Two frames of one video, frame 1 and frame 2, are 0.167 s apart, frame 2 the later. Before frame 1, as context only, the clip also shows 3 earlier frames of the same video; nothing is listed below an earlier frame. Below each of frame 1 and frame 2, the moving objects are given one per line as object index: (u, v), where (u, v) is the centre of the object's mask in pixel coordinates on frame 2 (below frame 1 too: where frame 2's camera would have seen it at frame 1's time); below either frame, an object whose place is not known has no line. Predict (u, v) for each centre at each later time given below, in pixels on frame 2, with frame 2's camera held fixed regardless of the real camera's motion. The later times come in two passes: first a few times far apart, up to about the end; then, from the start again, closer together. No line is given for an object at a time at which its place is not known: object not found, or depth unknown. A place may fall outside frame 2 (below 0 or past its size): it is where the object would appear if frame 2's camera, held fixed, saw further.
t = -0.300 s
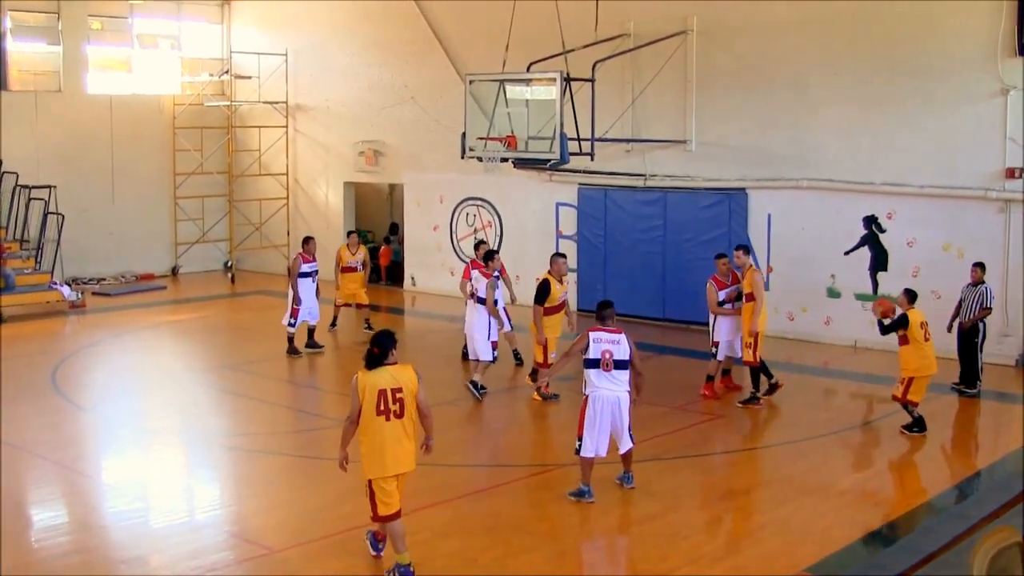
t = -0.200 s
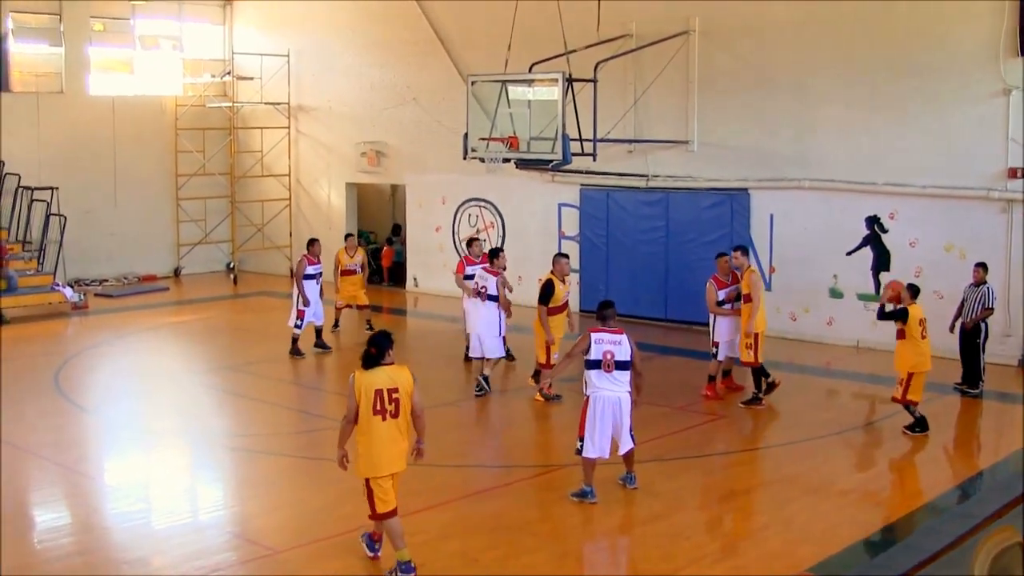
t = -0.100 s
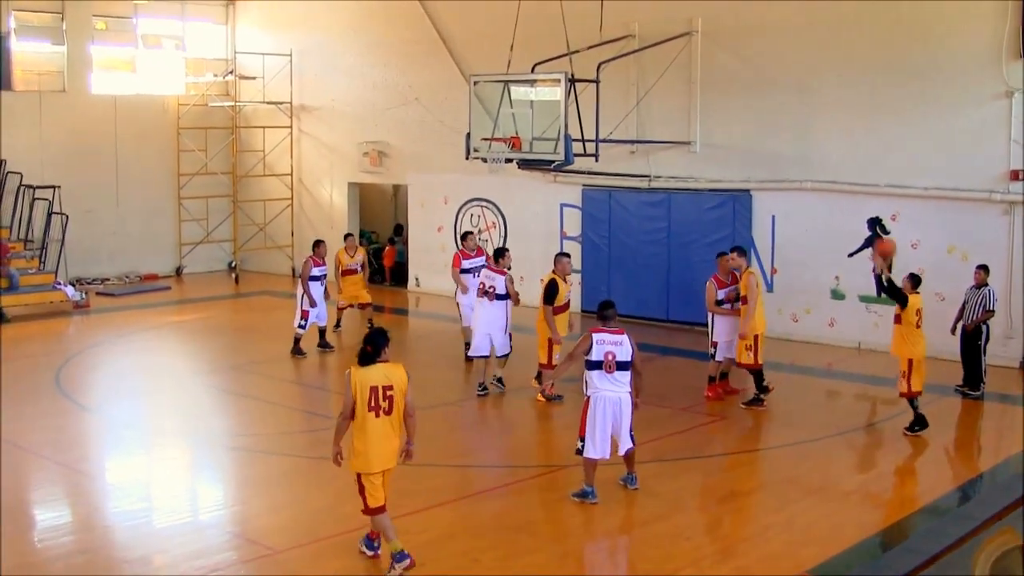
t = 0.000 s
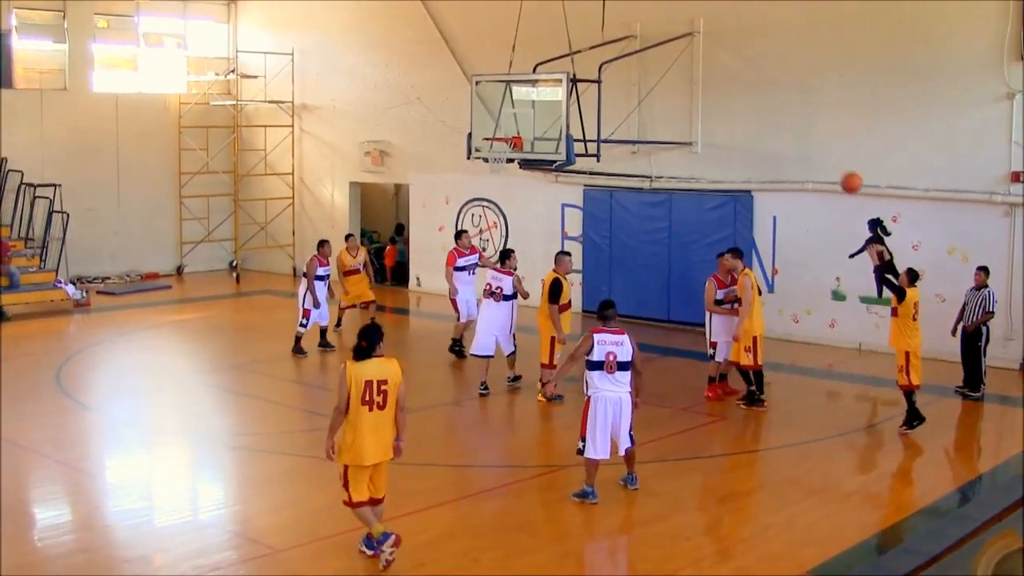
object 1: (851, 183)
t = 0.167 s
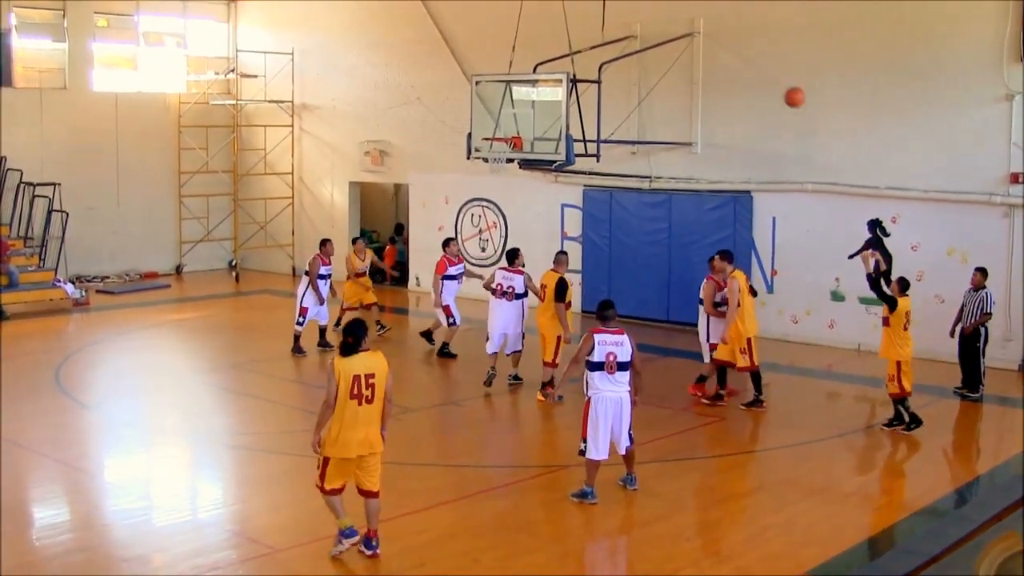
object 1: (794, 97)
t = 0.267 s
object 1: (762, 60)
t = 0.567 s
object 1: (674, 5)
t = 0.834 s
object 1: (604, 22)
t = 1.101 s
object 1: (541, 87)
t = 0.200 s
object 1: (783, 84)
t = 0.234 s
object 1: (773, 71)
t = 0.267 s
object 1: (762, 60)
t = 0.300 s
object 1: (752, 50)
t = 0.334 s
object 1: (742, 40)
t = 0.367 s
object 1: (731, 33)
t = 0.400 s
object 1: (721, 26)
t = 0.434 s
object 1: (712, 20)
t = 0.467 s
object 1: (702, 15)
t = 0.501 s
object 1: (692, 11)
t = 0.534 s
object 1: (683, 8)
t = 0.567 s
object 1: (674, 5)
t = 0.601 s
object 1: (665, 4)
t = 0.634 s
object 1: (655, 4)
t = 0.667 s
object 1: (646, 5)
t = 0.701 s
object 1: (638, 6)
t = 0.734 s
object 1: (629, 9)
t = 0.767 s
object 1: (620, 13)
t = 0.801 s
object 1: (612, 17)
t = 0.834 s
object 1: (604, 22)
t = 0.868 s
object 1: (595, 27)
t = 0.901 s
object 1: (587, 34)
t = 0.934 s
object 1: (579, 42)
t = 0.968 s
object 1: (571, 49)
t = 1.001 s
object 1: (564, 58)
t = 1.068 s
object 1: (548, 76)
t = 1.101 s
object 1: (541, 87)
